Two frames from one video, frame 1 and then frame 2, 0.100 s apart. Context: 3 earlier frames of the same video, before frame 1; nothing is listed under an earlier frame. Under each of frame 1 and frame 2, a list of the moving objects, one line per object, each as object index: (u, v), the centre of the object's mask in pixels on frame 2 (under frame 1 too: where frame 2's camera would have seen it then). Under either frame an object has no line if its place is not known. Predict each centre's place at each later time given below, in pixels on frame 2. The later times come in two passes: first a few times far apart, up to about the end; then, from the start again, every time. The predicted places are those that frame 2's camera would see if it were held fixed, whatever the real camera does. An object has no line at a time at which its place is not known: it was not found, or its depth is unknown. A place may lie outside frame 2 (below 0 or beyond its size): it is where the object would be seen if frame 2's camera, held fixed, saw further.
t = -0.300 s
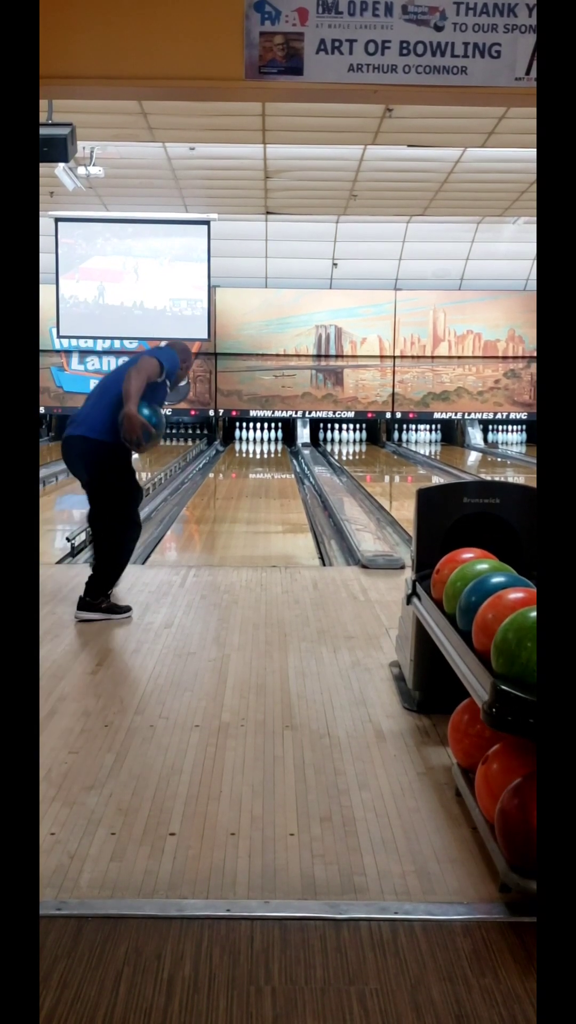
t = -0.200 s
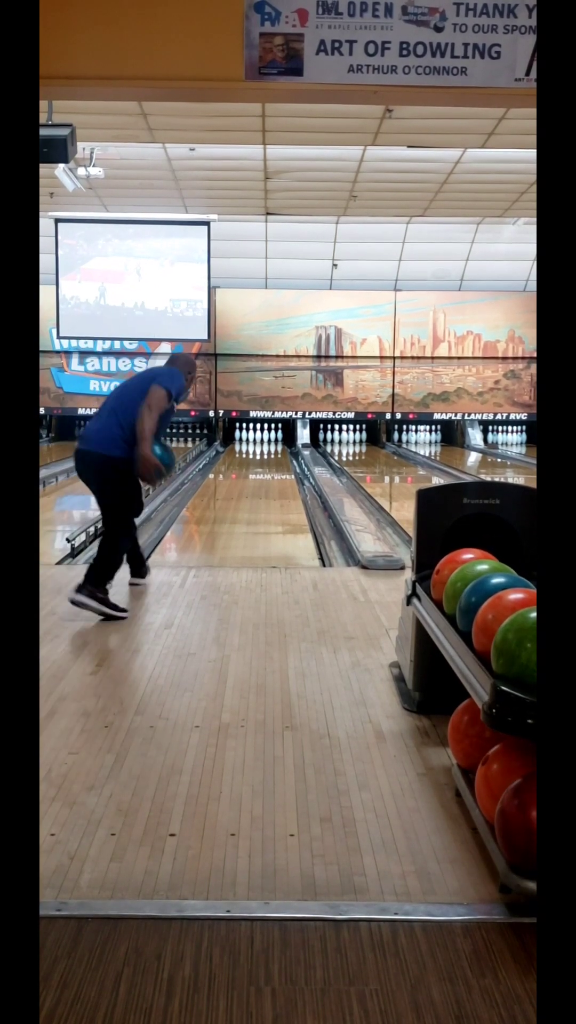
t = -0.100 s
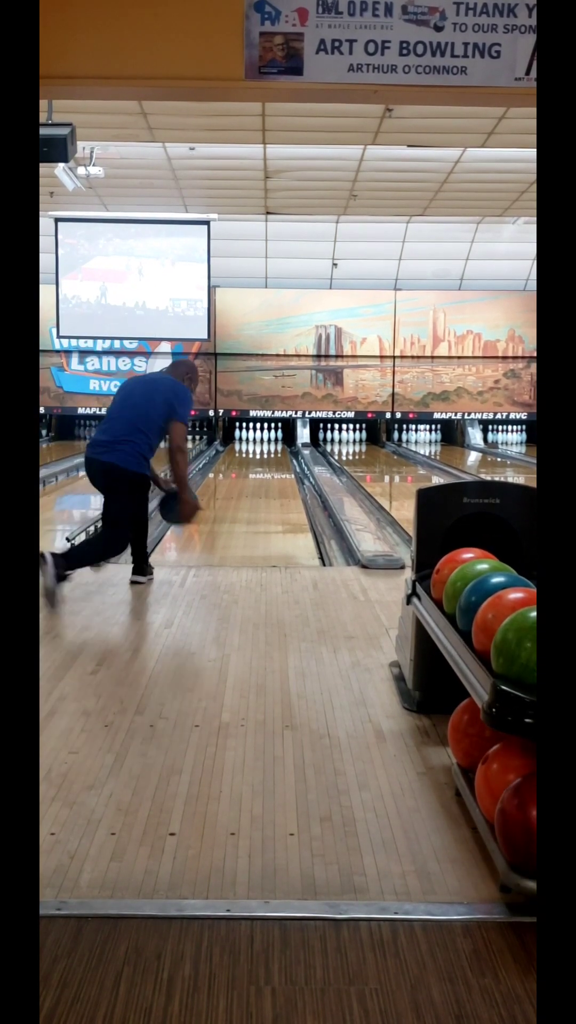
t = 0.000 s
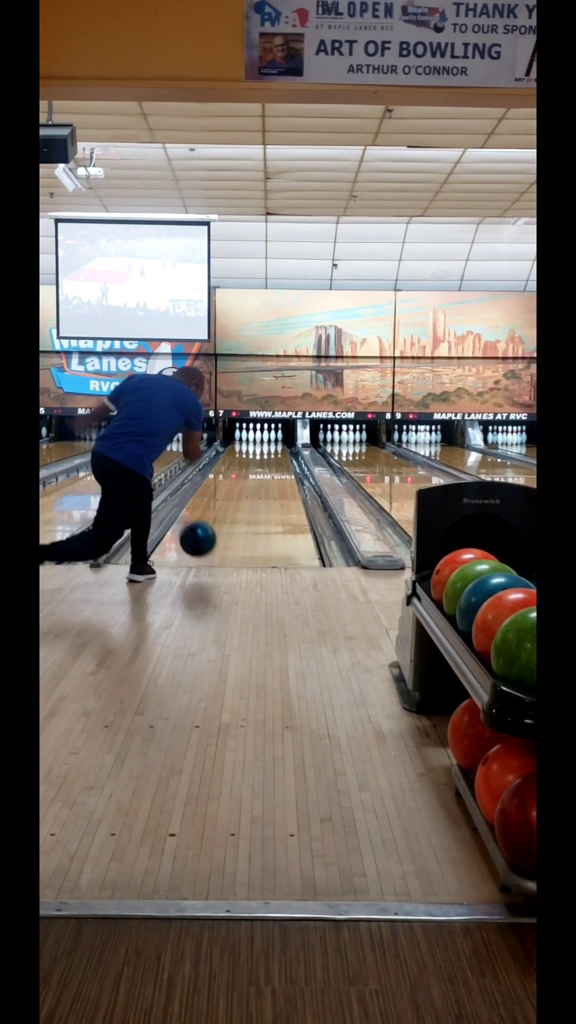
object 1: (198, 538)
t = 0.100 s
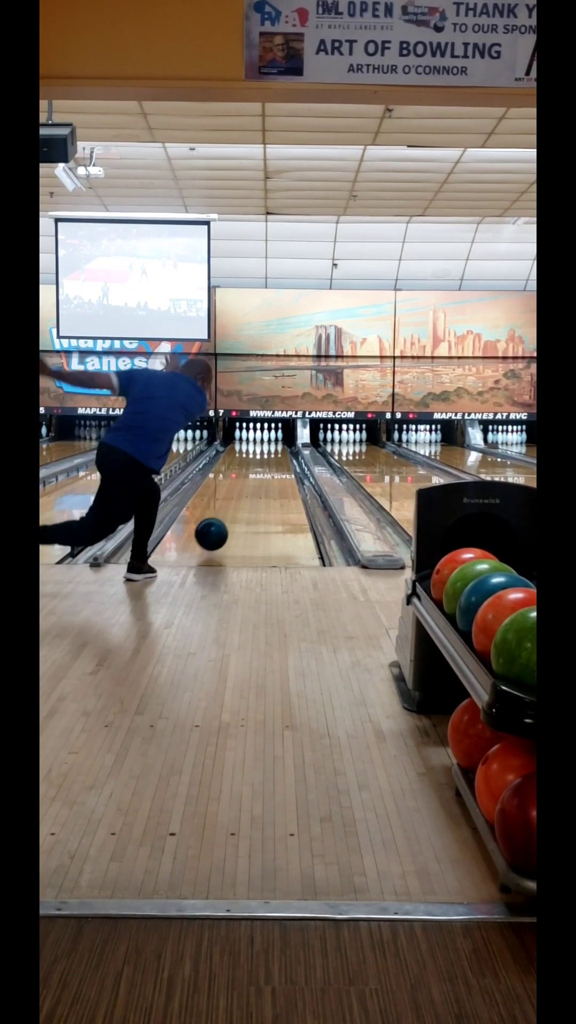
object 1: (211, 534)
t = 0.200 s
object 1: (222, 526)
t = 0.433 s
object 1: (241, 504)
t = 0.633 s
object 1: (252, 490)
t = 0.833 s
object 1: (260, 481)
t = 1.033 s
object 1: (266, 472)
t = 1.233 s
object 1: (271, 466)
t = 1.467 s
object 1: (274, 459)
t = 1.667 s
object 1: (275, 455)
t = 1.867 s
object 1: (274, 450)
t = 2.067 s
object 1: (273, 447)
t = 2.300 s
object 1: (271, 443)
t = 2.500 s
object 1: (268, 441)
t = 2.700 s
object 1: (265, 439)
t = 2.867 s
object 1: (262, 437)
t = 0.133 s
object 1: (215, 530)
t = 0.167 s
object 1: (219, 528)
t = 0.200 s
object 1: (222, 526)
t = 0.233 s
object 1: (225, 523)
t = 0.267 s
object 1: (228, 519)
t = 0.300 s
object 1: (231, 516)
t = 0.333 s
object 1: (234, 513)
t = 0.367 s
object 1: (236, 510)
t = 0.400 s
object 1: (239, 507)
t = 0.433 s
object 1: (241, 504)
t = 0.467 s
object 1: (243, 501)
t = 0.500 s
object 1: (245, 499)
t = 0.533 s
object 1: (247, 497)
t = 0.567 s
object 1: (249, 495)
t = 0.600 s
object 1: (251, 492)
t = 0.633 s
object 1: (252, 490)
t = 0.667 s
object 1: (254, 489)
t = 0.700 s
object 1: (255, 487)
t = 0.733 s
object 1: (257, 485)
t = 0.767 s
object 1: (258, 484)
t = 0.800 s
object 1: (259, 482)
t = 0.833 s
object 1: (260, 481)
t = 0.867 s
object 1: (262, 479)
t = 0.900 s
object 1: (263, 478)
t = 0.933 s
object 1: (264, 476)
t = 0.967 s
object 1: (265, 475)
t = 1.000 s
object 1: (266, 474)
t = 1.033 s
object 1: (266, 472)
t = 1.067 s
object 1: (267, 471)
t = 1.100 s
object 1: (268, 470)
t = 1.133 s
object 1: (269, 469)
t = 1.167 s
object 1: (270, 468)
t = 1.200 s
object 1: (270, 467)
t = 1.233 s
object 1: (271, 466)
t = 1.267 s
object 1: (271, 465)
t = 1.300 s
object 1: (272, 464)
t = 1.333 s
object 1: (272, 463)
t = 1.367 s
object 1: (273, 462)
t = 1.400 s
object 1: (273, 461)
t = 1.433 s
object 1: (274, 460)
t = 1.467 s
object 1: (274, 459)
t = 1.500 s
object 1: (274, 458)
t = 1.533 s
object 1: (274, 458)
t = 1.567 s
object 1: (274, 457)
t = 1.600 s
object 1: (275, 456)
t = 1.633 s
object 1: (274, 455)
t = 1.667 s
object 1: (275, 455)
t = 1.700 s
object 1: (275, 453)
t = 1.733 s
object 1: (275, 453)
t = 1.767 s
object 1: (275, 452)
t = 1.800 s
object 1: (275, 451)
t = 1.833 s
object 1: (275, 451)
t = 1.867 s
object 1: (274, 450)
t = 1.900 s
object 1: (275, 450)
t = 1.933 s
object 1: (274, 449)
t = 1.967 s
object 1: (275, 449)
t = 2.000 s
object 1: (274, 448)
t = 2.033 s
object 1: (274, 448)
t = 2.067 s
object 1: (273, 447)
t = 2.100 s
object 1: (273, 446)
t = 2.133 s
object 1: (273, 446)
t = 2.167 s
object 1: (273, 445)
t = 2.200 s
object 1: (272, 445)
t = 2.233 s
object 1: (272, 444)
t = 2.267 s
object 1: (271, 444)
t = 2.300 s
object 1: (271, 443)
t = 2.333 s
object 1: (271, 443)
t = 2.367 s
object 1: (270, 443)
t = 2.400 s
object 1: (270, 442)
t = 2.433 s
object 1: (269, 442)
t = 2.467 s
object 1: (268, 441)
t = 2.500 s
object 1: (268, 441)
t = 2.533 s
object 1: (268, 441)
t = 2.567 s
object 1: (266, 440)
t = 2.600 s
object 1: (266, 440)
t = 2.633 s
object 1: (265, 440)
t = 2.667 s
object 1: (265, 439)
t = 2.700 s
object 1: (265, 439)
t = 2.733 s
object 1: (264, 439)
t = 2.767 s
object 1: (263, 438)
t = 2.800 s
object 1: (262, 438)
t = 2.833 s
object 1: (262, 437)
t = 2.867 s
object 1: (262, 437)
